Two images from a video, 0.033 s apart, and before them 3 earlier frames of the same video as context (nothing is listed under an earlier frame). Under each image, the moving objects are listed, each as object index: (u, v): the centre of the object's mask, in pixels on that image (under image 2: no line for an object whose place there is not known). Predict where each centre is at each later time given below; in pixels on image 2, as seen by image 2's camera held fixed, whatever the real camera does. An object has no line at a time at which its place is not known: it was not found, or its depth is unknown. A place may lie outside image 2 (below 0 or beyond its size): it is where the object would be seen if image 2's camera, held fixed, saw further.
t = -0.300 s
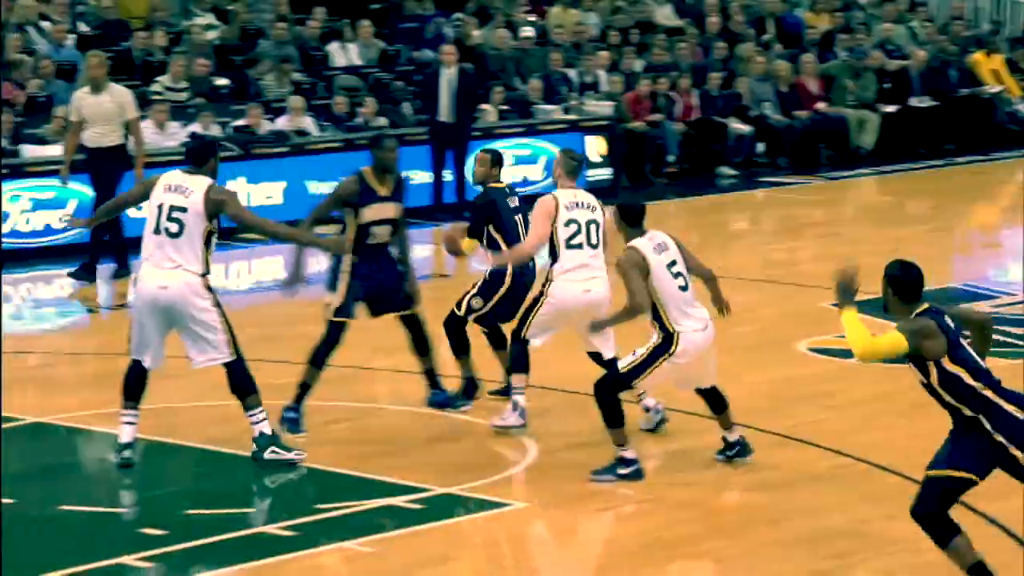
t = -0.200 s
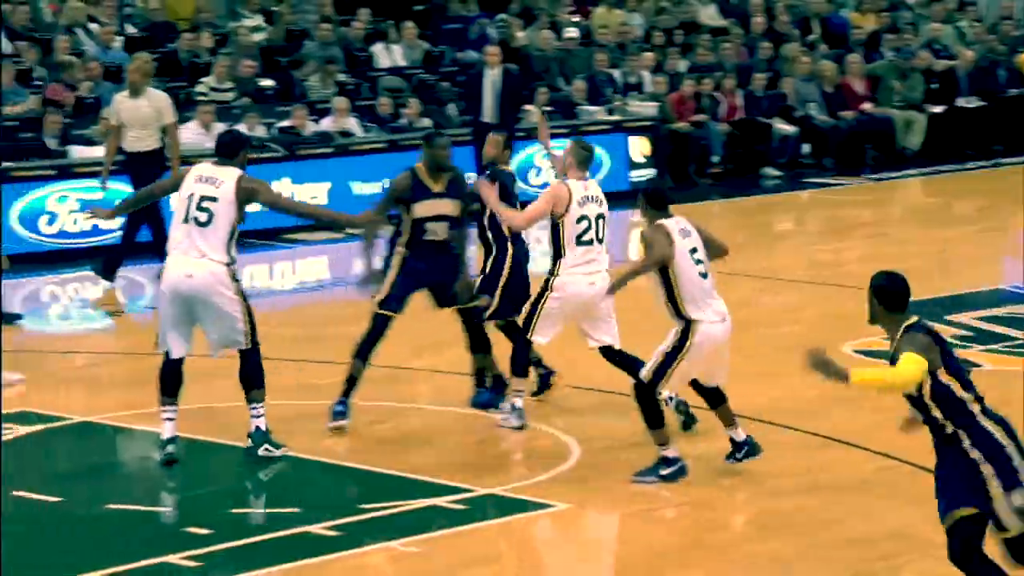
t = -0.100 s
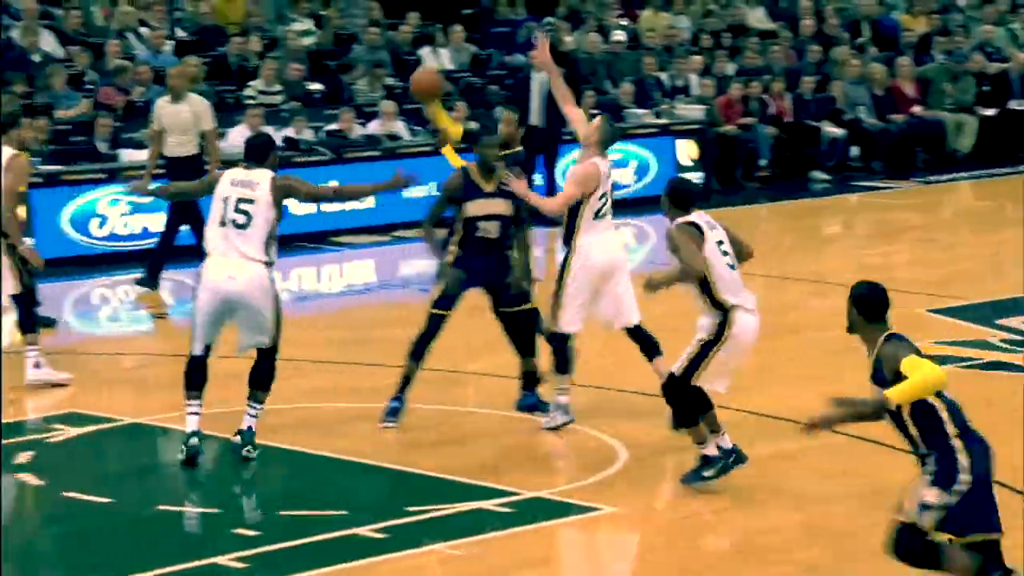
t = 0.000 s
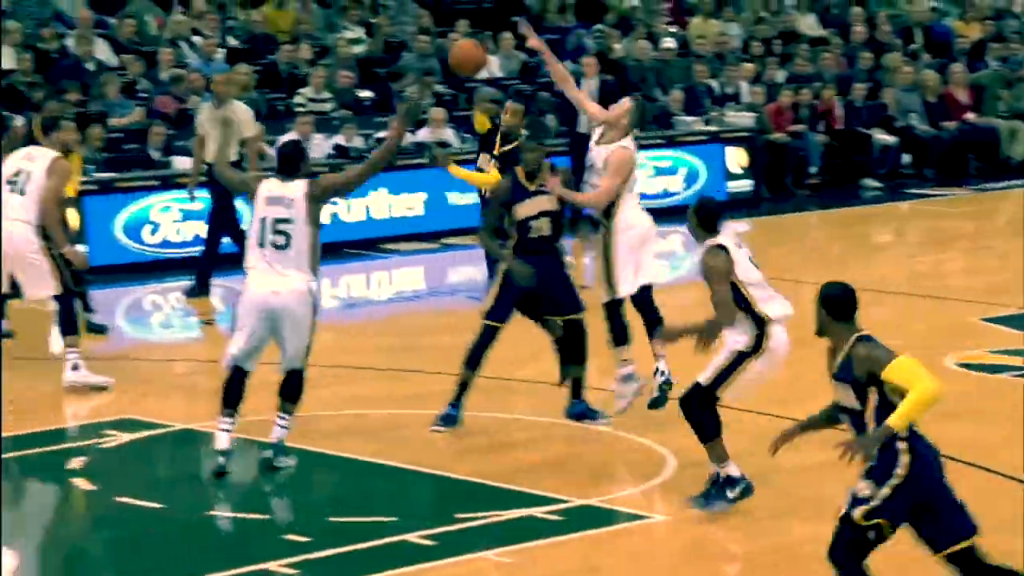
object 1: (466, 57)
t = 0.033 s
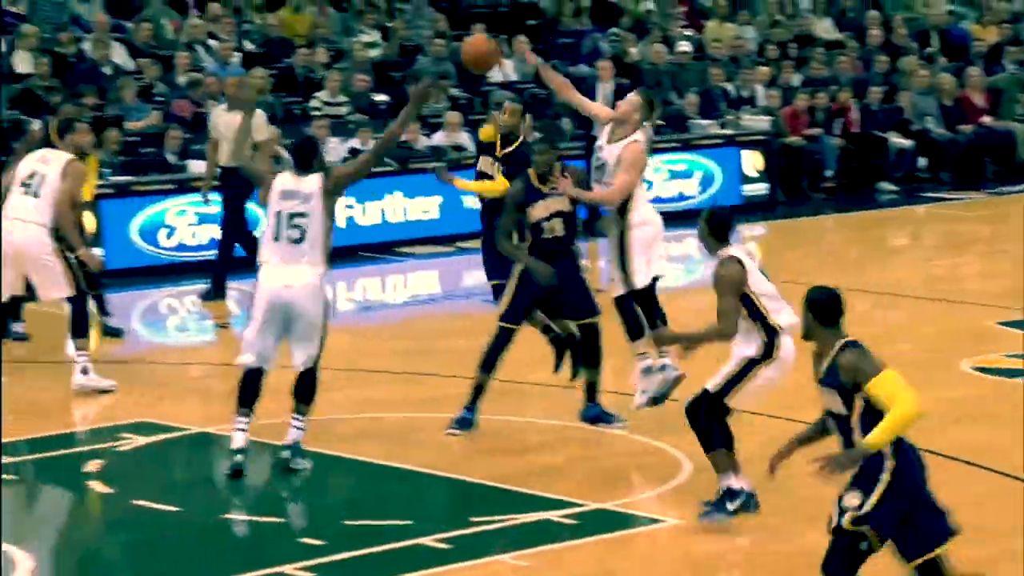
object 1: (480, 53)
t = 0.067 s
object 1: (476, 48)
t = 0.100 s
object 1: (474, 41)
